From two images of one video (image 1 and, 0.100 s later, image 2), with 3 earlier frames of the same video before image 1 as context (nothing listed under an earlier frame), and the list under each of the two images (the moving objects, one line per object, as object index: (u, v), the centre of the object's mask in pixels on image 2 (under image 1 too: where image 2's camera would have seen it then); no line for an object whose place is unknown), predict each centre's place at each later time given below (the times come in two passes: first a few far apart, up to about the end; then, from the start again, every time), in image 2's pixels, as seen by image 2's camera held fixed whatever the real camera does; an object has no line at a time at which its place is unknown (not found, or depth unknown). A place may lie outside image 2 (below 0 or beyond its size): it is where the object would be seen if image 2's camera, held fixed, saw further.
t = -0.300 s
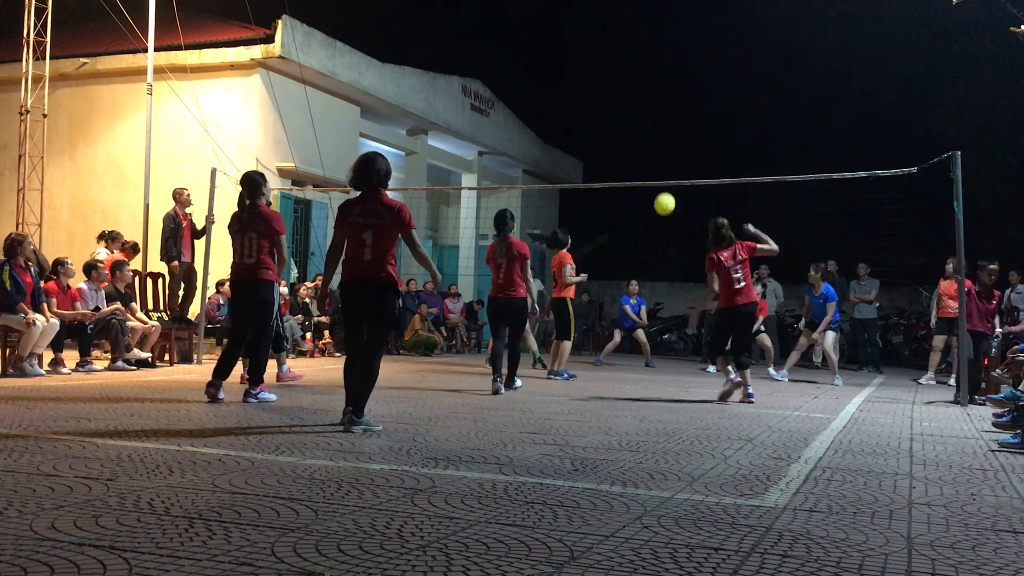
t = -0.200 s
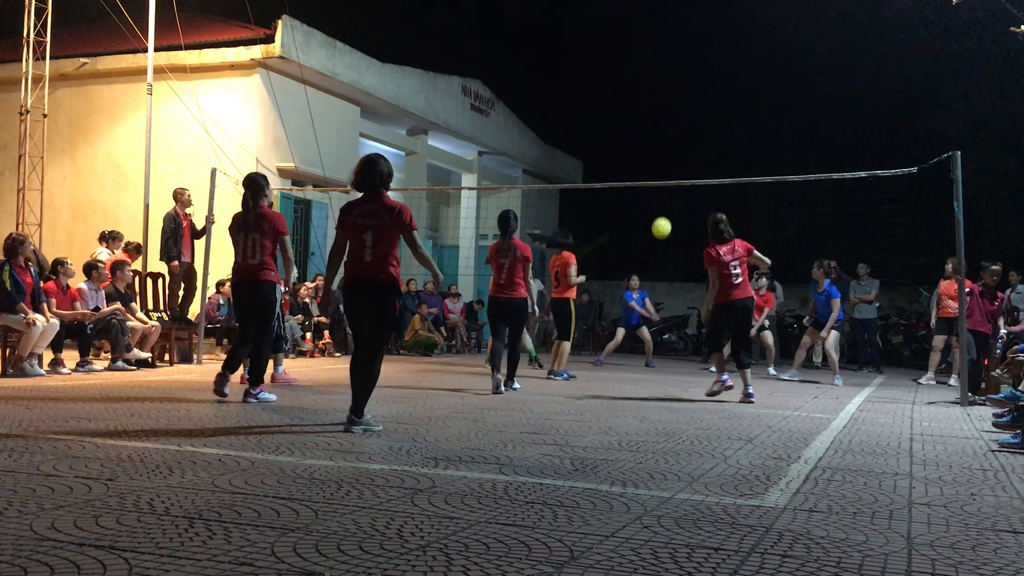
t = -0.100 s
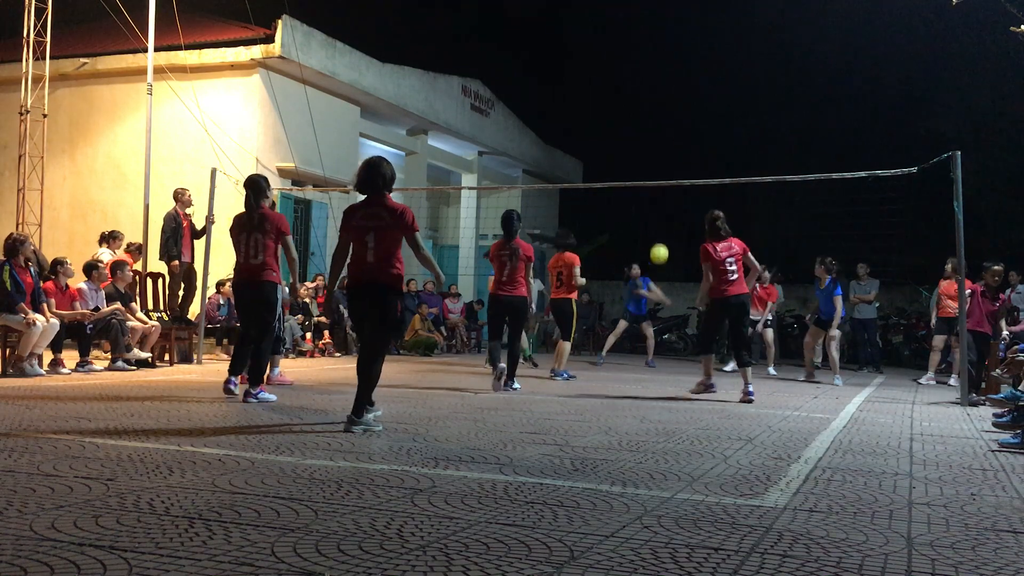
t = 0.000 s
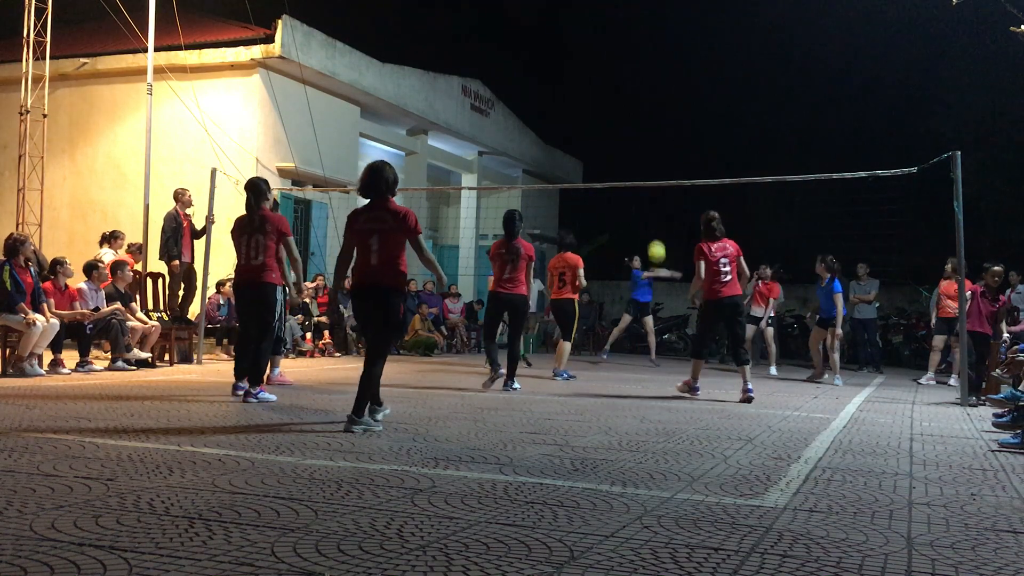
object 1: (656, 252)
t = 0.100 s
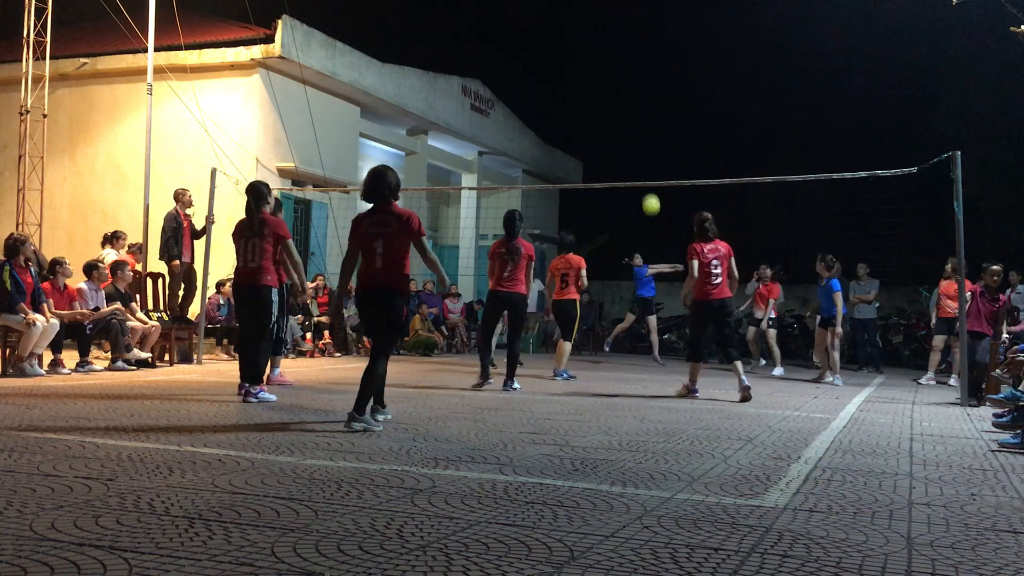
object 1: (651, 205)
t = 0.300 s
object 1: (642, 134)
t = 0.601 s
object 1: (631, 85)
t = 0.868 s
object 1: (620, 91)
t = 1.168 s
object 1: (607, 152)
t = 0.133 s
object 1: (649, 193)
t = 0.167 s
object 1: (648, 175)
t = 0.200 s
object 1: (646, 165)
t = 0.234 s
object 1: (645, 154)
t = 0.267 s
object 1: (643, 143)
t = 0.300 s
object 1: (642, 134)
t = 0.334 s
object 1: (641, 126)
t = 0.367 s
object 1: (639, 118)
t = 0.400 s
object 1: (638, 111)
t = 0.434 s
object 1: (637, 105)
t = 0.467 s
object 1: (636, 99)
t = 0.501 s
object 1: (635, 94)
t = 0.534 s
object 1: (633, 90)
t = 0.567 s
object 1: (632, 87)
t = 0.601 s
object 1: (631, 85)
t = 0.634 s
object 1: (629, 83)
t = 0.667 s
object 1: (628, 82)
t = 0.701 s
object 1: (627, 82)
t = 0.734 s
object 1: (625, 82)
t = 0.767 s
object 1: (624, 83)
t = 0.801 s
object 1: (623, 85)
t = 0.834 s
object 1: (621, 87)
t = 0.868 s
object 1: (620, 91)
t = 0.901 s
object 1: (619, 95)
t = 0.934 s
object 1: (617, 99)
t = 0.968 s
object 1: (616, 105)
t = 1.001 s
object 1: (615, 111)
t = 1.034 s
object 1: (613, 117)
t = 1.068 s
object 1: (612, 126)
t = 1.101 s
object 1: (610, 133)
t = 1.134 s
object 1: (609, 142)
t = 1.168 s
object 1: (607, 152)
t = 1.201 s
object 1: (606, 161)
